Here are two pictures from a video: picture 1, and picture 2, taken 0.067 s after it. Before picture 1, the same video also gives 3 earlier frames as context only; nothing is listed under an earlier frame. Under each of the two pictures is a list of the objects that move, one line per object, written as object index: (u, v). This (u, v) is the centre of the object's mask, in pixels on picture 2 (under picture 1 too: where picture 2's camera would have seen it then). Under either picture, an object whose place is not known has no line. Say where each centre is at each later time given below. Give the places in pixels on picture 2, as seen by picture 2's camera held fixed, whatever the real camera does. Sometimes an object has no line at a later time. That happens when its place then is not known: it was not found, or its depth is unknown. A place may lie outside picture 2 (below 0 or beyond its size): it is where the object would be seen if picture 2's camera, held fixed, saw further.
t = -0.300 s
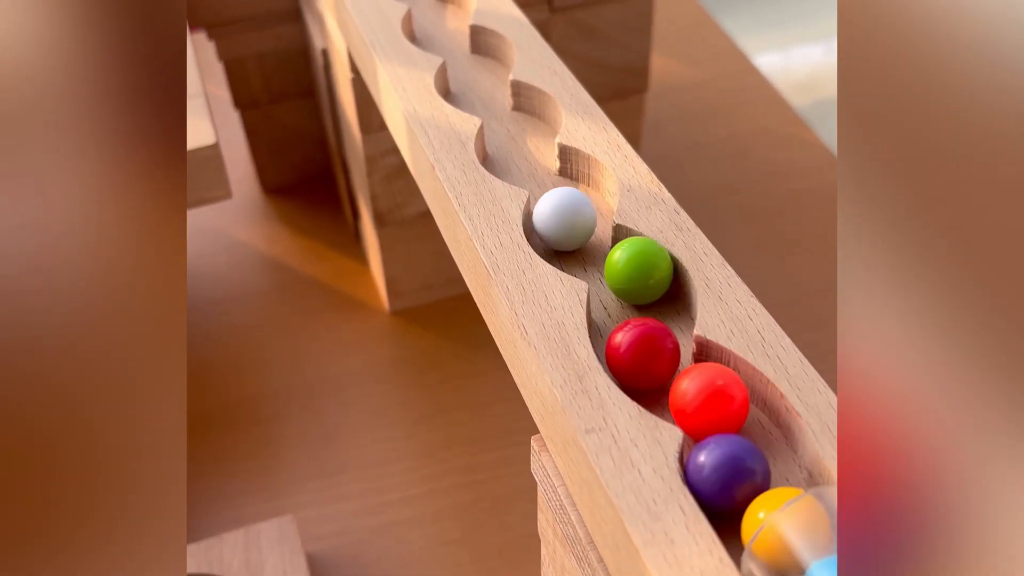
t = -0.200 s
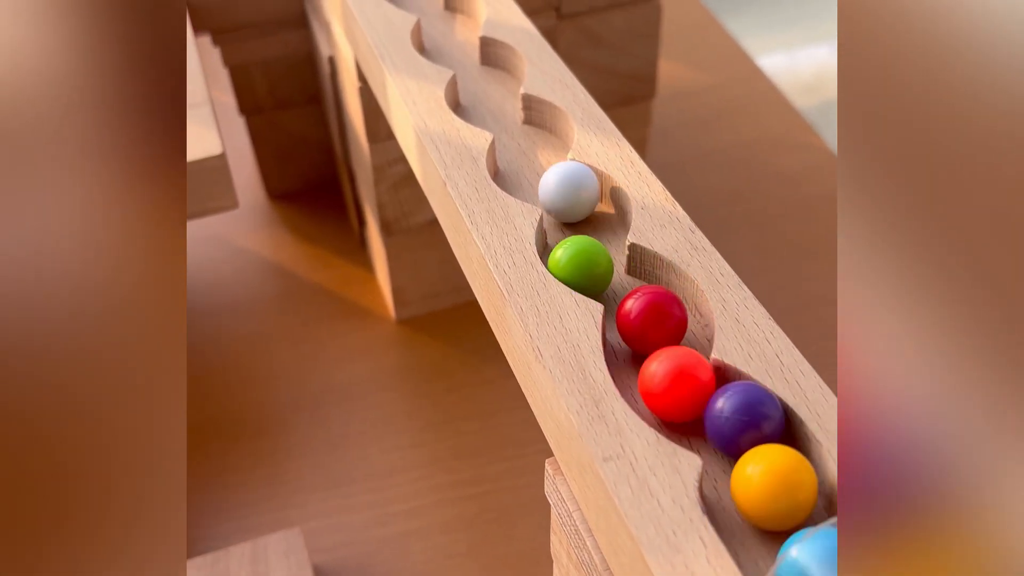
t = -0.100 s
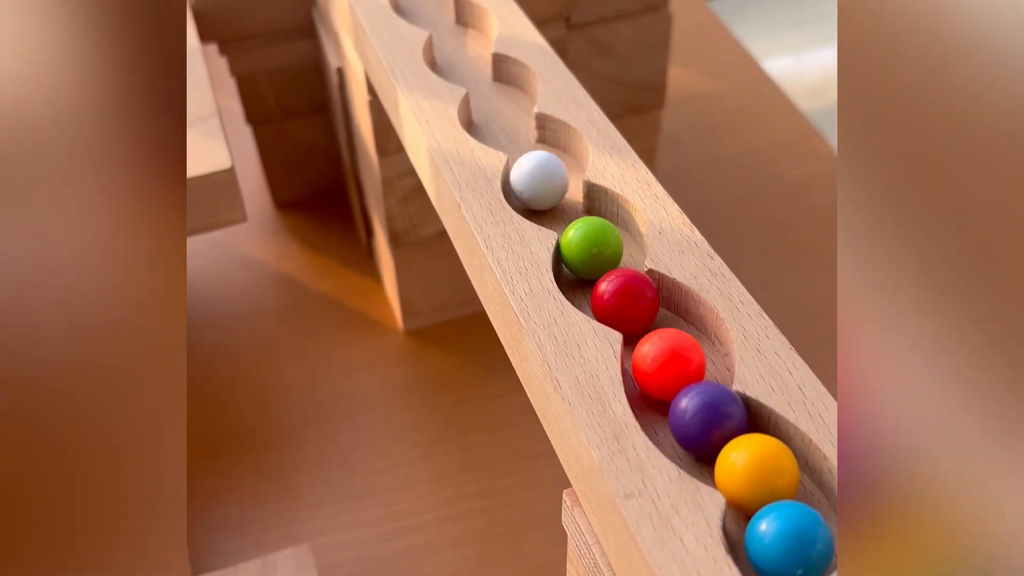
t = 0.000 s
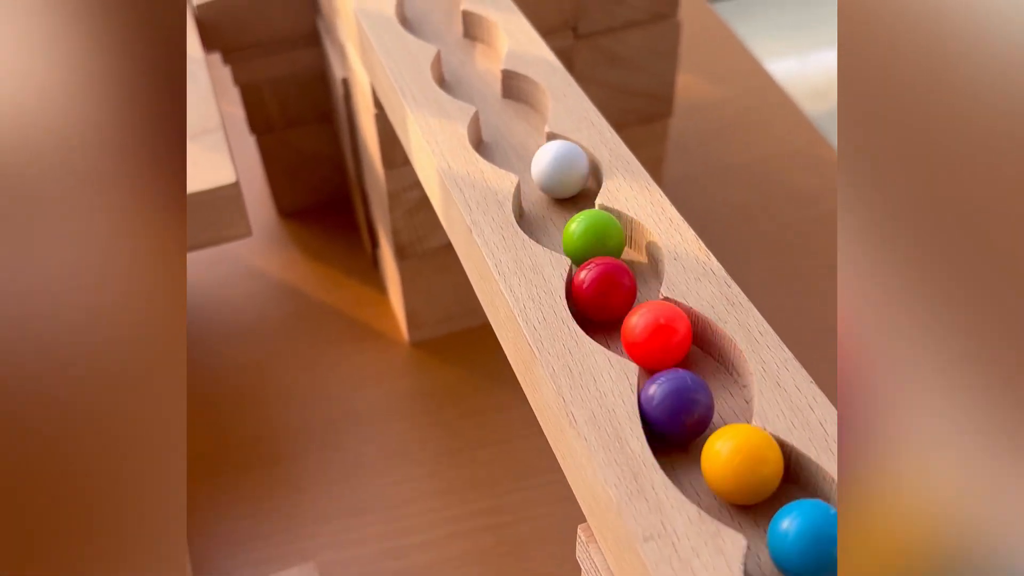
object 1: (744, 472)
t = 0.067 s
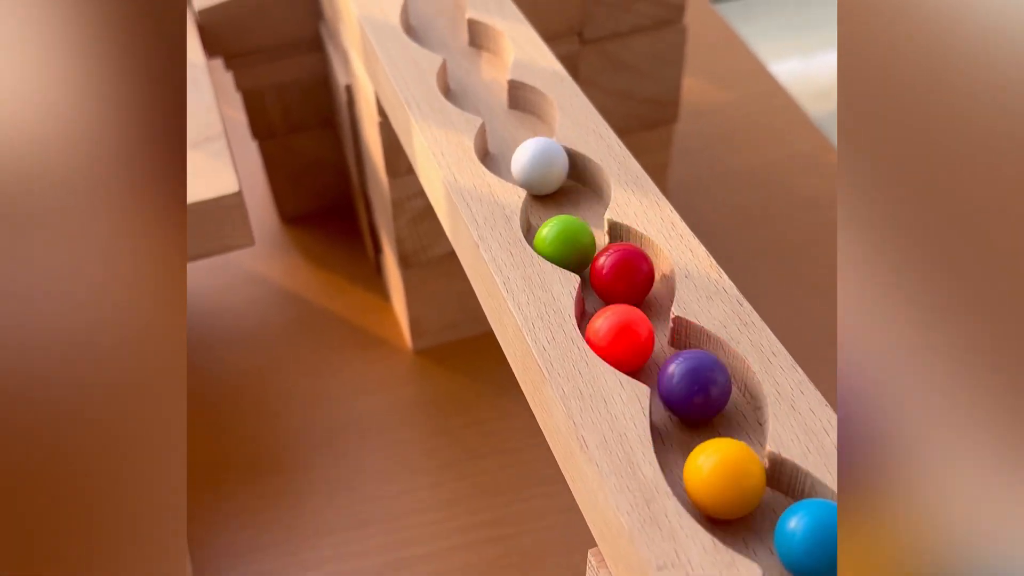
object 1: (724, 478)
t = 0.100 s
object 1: (711, 476)
